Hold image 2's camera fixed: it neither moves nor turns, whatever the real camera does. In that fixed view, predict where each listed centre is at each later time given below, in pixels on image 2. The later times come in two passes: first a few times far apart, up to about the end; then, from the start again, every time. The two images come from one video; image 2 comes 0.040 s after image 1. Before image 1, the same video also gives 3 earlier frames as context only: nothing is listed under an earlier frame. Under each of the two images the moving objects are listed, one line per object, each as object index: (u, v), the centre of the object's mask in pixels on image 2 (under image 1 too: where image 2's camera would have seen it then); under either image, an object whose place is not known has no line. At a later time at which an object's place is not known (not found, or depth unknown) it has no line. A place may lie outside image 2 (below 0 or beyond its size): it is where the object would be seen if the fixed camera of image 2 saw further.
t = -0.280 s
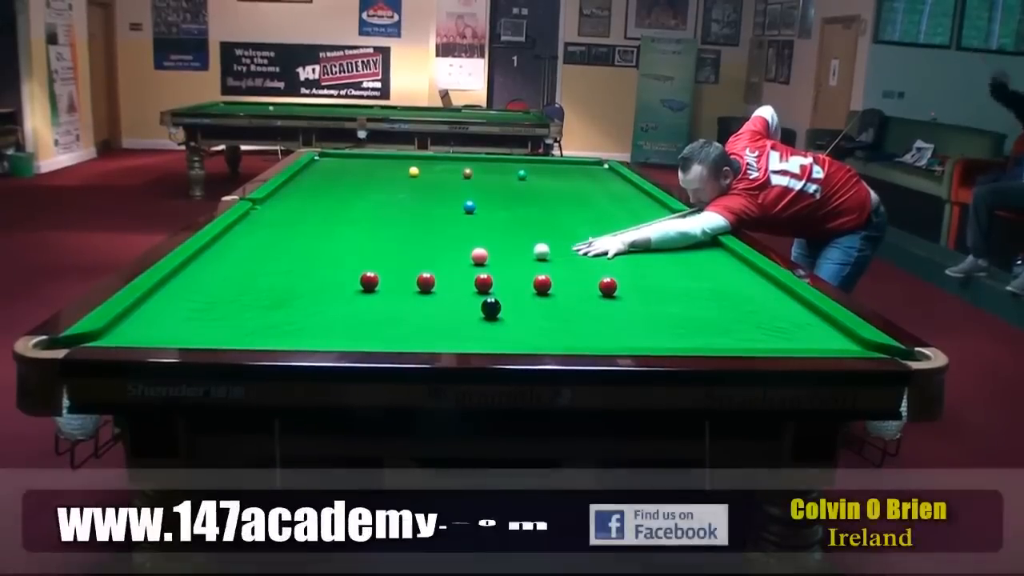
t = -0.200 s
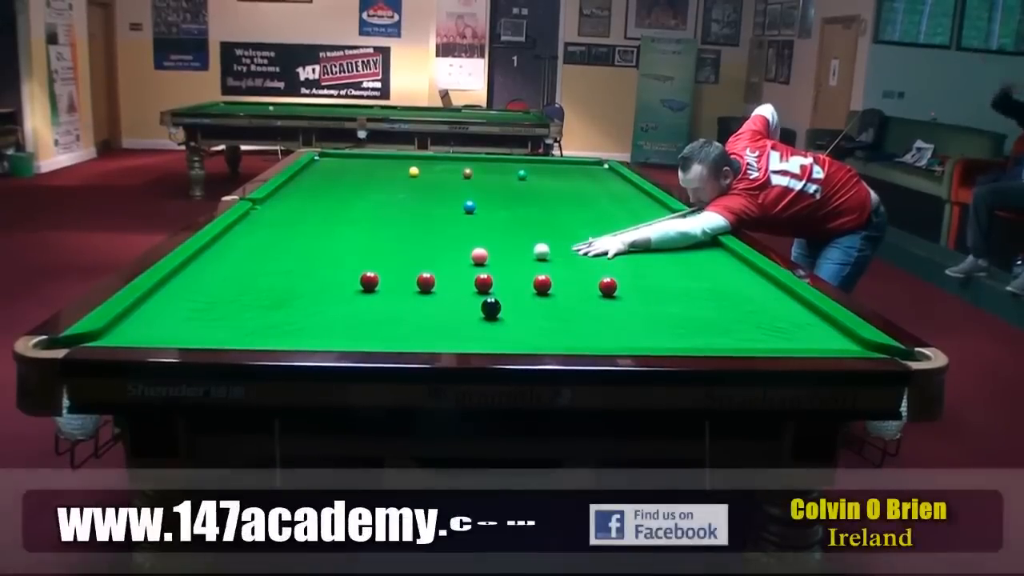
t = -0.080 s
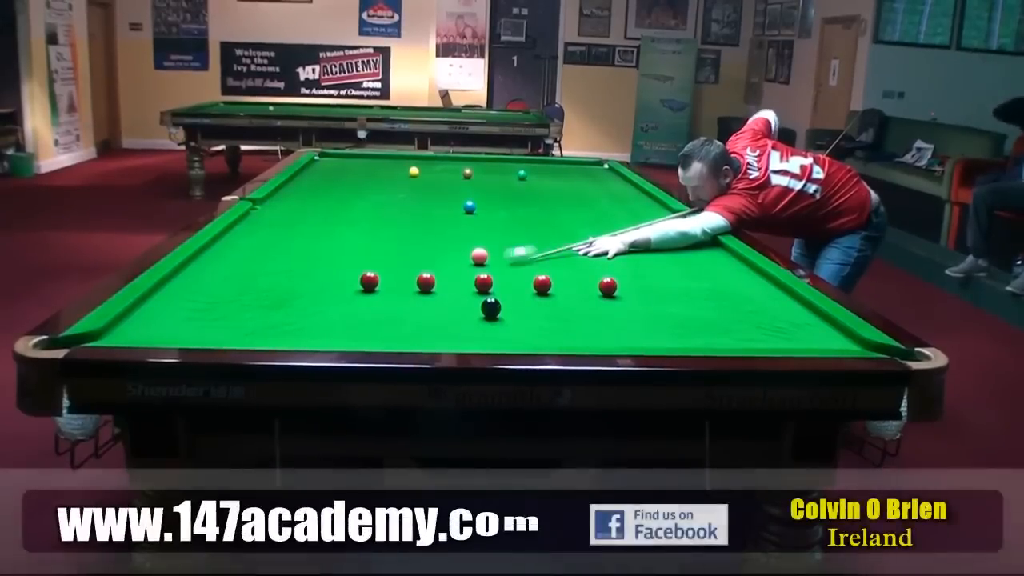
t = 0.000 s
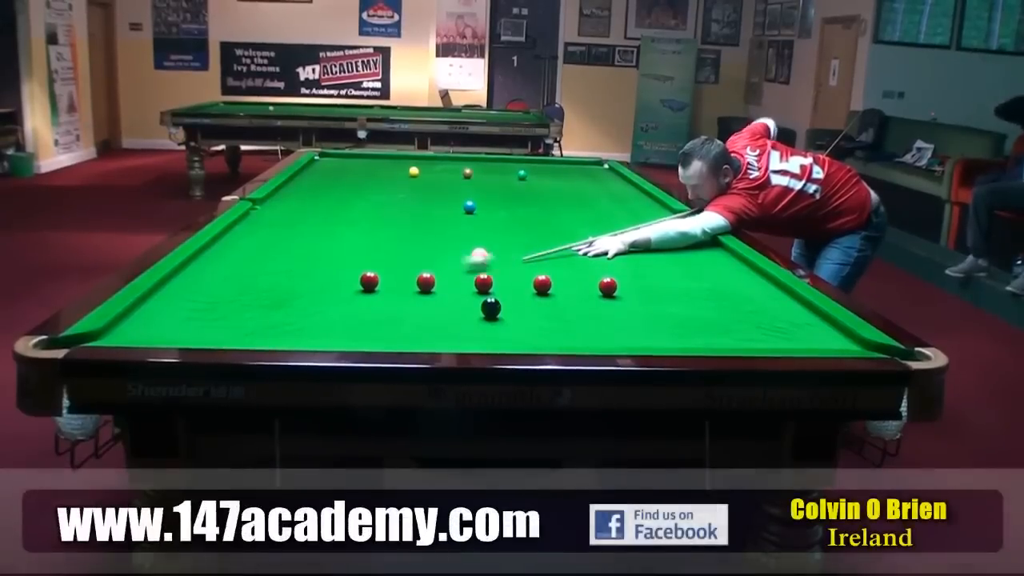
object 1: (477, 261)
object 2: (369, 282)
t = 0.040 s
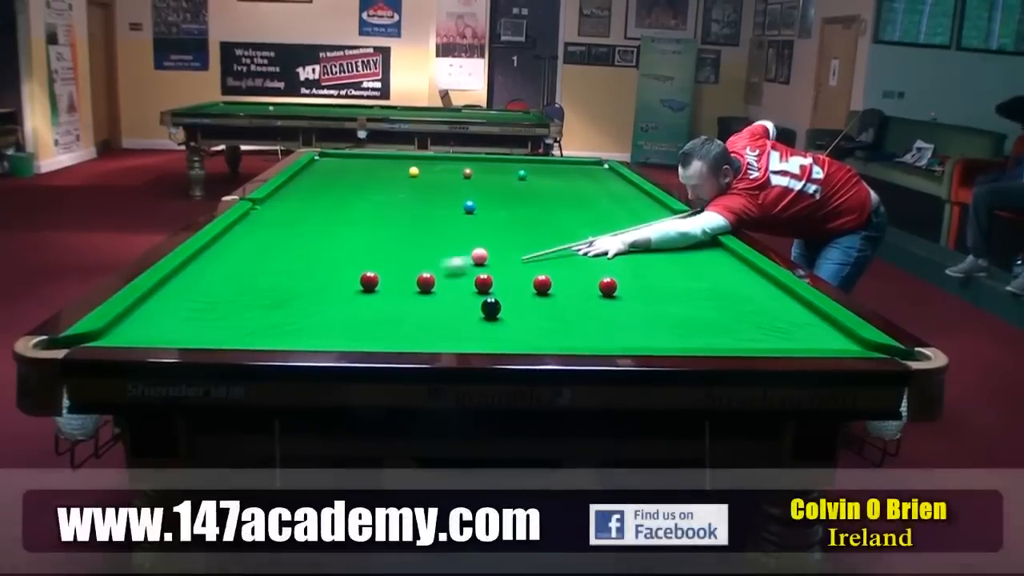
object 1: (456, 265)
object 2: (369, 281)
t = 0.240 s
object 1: (382, 277)
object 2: (346, 286)
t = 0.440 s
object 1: (381, 275)
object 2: (269, 302)
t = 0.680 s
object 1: (380, 274)
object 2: (169, 322)
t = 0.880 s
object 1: (380, 274)
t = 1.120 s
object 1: (379, 273)
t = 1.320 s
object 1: (379, 273)
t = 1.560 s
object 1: (380, 274)
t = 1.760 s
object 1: (380, 274)
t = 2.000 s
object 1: (380, 274)
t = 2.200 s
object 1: (380, 274)
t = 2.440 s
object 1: (380, 274)
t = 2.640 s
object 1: (380, 274)
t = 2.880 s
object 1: (380, 274)
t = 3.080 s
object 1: (380, 274)
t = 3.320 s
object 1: (380, 274)
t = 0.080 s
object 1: (437, 266)
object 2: (369, 281)
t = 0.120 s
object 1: (415, 270)
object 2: (369, 281)
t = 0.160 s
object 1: (397, 275)
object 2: (369, 281)
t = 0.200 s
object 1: (383, 277)
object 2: (362, 283)
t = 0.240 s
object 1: (382, 277)
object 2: (346, 286)
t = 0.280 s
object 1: (382, 276)
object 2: (329, 289)
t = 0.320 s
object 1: (382, 276)
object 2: (314, 293)
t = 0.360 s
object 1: (382, 276)
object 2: (299, 296)
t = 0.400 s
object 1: (381, 275)
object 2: (284, 299)
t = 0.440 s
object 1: (381, 275)
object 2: (269, 302)
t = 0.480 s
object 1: (381, 275)
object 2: (253, 305)
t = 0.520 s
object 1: (381, 275)
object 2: (237, 308)
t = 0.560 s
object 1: (381, 274)
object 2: (220, 312)
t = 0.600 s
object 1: (381, 274)
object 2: (203, 315)
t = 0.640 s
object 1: (380, 274)
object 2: (186, 319)
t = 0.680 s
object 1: (380, 274)
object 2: (169, 322)
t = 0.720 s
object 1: (380, 274)
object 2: (151, 325)
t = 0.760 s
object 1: (380, 274)
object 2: (133, 328)
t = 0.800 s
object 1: (380, 274)
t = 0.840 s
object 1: (380, 274)
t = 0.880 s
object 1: (380, 274)
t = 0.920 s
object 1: (380, 273)
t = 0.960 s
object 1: (380, 273)
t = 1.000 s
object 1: (380, 273)
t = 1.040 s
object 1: (379, 273)
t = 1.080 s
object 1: (379, 273)
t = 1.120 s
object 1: (379, 273)
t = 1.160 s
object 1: (379, 273)
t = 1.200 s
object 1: (379, 273)
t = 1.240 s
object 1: (379, 273)
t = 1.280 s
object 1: (379, 273)
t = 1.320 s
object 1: (379, 273)
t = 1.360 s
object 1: (380, 274)
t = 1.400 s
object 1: (380, 274)
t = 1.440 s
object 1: (380, 274)
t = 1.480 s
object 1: (380, 274)
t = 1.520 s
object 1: (380, 274)
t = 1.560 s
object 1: (380, 274)
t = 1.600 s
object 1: (380, 274)
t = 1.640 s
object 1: (380, 274)
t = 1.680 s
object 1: (380, 274)
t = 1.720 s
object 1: (380, 274)
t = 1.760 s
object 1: (380, 274)
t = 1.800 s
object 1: (380, 274)
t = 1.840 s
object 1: (380, 274)
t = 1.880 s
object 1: (380, 274)
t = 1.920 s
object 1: (380, 274)
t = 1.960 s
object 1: (380, 274)
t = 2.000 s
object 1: (380, 274)
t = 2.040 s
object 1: (380, 274)
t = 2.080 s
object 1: (380, 274)
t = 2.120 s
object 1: (380, 274)
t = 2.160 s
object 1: (380, 274)
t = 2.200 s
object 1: (380, 274)
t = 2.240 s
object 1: (380, 274)
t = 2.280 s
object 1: (380, 274)
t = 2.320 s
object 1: (380, 274)
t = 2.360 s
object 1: (380, 274)
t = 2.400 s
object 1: (380, 274)
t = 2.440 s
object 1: (380, 274)
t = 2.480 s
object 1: (380, 274)
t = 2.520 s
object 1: (380, 274)
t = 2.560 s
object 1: (380, 274)
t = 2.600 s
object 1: (380, 274)
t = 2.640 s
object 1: (380, 274)
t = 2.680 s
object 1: (380, 274)
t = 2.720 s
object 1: (380, 274)
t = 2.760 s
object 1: (380, 274)
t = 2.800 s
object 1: (380, 274)
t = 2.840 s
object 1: (380, 274)
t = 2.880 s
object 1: (380, 274)
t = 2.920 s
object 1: (380, 274)
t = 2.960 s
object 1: (380, 274)
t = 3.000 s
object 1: (380, 274)
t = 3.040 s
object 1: (380, 274)
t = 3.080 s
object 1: (380, 274)
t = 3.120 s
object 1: (380, 274)
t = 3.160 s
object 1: (380, 274)
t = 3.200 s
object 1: (380, 274)
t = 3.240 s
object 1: (380, 274)
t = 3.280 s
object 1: (380, 274)
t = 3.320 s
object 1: (380, 274)
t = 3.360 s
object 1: (380, 274)
